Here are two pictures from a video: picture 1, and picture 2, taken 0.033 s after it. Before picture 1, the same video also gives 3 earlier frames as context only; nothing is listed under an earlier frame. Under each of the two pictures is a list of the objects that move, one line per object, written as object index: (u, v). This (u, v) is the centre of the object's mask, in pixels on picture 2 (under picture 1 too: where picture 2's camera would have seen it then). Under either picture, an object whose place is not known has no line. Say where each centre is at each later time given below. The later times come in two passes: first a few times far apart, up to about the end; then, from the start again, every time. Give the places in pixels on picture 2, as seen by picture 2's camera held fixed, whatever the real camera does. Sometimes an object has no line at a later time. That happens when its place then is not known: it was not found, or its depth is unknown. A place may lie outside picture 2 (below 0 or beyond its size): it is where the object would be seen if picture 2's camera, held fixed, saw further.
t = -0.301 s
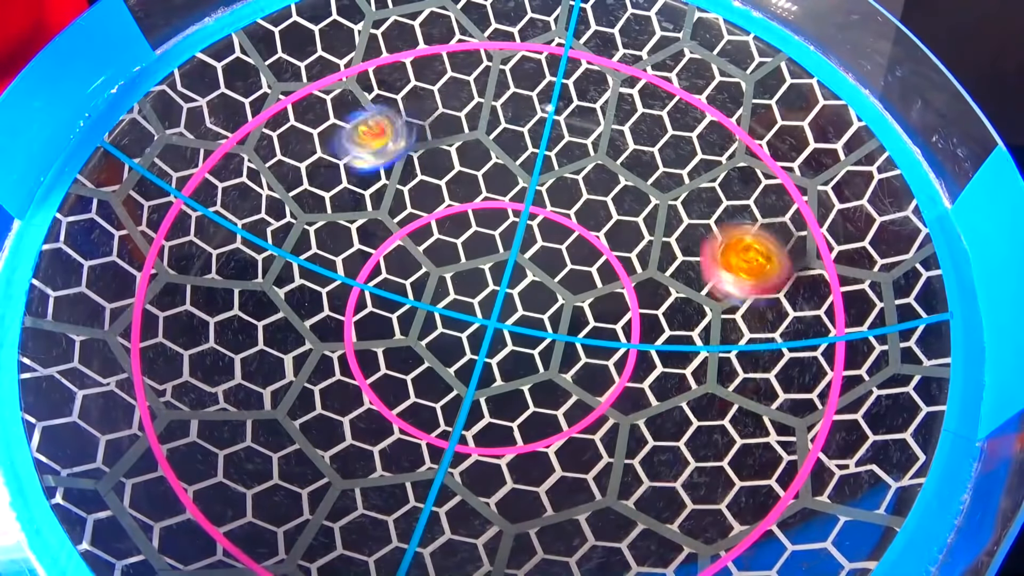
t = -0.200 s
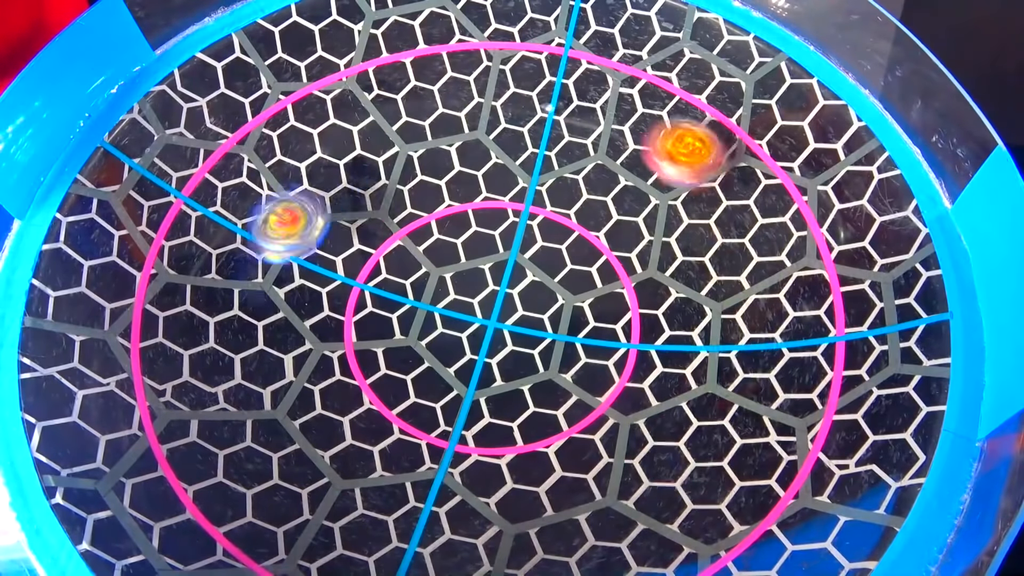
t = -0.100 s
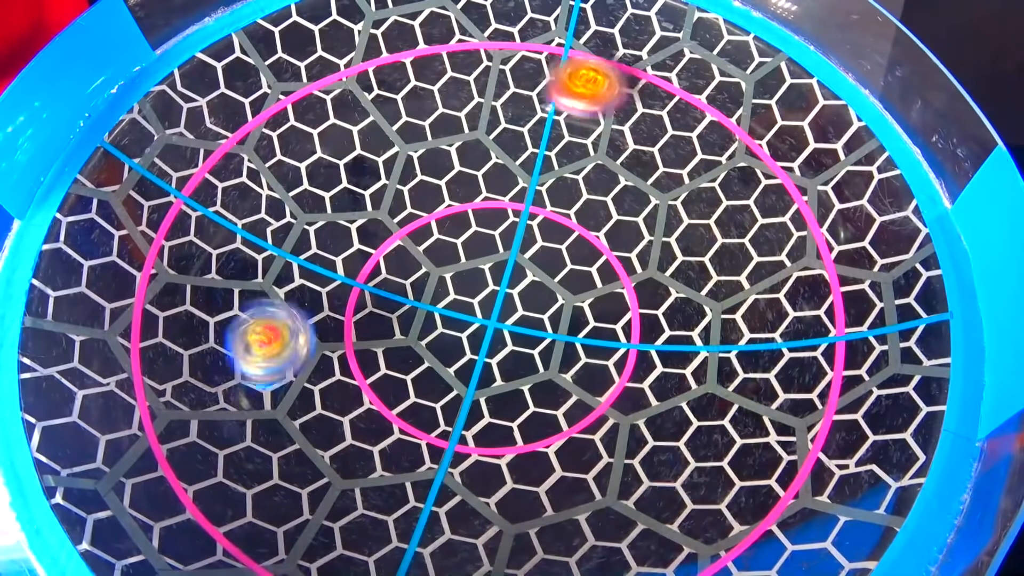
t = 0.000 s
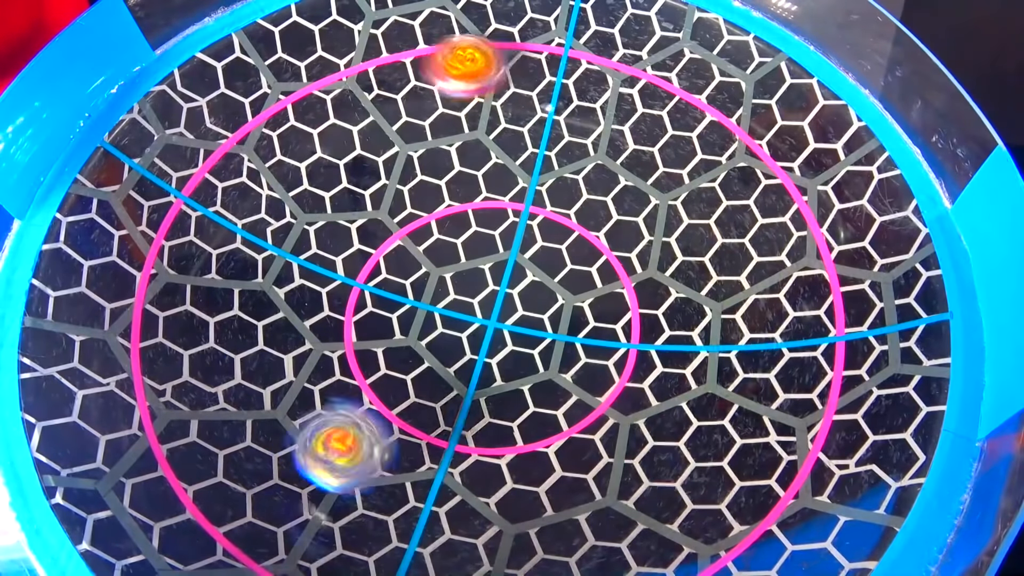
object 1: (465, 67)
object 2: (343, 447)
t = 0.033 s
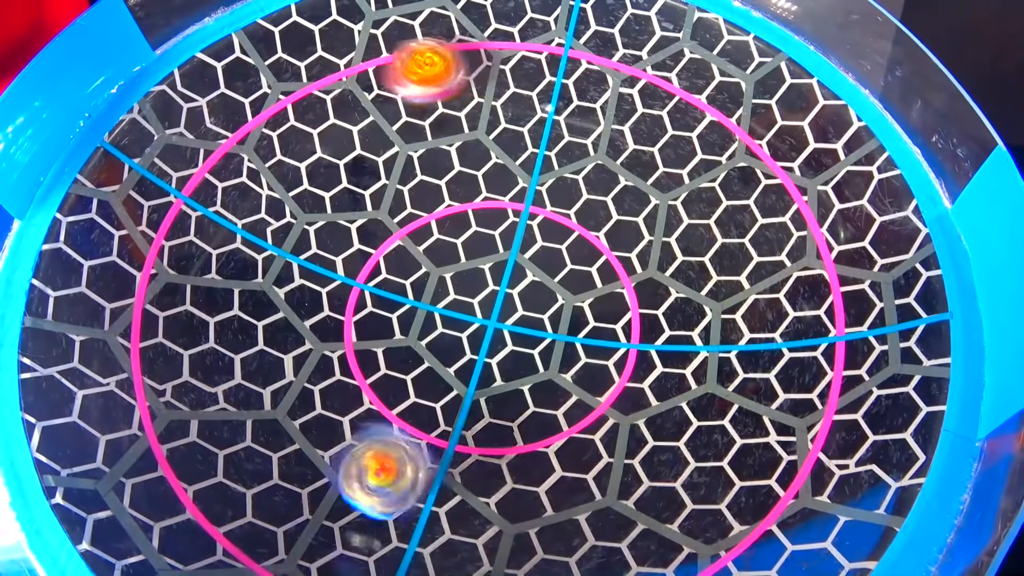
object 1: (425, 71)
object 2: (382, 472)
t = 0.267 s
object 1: (224, 264)
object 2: (681, 404)
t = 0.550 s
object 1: (630, 482)
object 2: (612, 159)
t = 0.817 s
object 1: (763, 205)
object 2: (356, 165)
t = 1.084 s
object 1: (490, 93)
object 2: (328, 397)
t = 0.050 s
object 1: (406, 75)
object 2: (404, 479)
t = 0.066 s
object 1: (385, 81)
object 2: (428, 488)
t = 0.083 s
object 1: (367, 87)
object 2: (456, 492)
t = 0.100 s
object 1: (347, 95)
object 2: (482, 495)
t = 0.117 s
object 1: (329, 105)
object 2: (507, 493)
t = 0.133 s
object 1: (312, 116)
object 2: (532, 490)
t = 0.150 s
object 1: (294, 128)
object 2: (556, 486)
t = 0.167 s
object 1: (279, 141)
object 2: (577, 479)
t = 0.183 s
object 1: (265, 157)
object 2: (600, 471)
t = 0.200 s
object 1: (253, 175)
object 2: (619, 460)
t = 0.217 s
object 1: (242, 192)
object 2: (639, 448)
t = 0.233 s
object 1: (232, 215)
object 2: (655, 436)
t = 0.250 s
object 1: (226, 238)
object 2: (670, 419)
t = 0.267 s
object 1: (224, 264)
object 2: (681, 404)
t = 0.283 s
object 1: (224, 287)
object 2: (693, 389)
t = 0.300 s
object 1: (227, 313)
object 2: (700, 373)
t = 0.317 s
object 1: (236, 340)
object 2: (705, 354)
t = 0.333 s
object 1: (248, 366)
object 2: (708, 337)
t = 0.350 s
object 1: (262, 389)
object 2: (710, 318)
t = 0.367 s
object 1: (284, 414)
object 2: (710, 303)
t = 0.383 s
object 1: (309, 435)
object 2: (707, 285)
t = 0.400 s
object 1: (334, 453)
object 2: (704, 270)
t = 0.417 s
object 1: (363, 469)
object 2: (698, 254)
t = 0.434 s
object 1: (395, 483)
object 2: (691, 239)
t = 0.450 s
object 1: (430, 492)
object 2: (685, 226)
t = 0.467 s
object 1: (465, 500)
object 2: (673, 210)
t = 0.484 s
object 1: (500, 502)
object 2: (664, 198)
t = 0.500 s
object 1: (535, 502)
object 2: (652, 187)
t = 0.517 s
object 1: (568, 497)
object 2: (639, 176)
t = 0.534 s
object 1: (602, 491)
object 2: (627, 168)
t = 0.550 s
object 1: (630, 482)
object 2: (612, 159)
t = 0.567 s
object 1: (657, 470)
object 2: (598, 150)
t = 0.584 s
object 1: (682, 457)
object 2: (583, 143)
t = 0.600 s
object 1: (703, 442)
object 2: (568, 140)
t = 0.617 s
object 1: (725, 426)
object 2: (550, 135)
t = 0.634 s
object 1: (741, 407)
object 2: (532, 131)
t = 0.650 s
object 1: (753, 391)
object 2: (515, 128)
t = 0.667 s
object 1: (764, 371)
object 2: (500, 128)
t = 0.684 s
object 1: (774, 351)
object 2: (483, 128)
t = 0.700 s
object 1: (781, 332)
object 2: (467, 128)
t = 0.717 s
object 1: (785, 309)
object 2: (450, 130)
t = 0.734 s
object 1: (785, 291)
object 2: (433, 134)
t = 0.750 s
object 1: (784, 272)
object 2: (416, 138)
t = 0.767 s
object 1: (782, 254)
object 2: (400, 143)
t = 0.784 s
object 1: (776, 235)
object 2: (386, 149)
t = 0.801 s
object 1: (771, 219)
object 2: (371, 156)
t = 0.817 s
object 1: (763, 205)
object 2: (356, 165)
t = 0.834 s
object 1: (753, 188)
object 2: (345, 174)
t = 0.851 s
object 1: (742, 174)
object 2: (333, 183)
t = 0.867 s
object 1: (729, 160)
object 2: (322, 196)
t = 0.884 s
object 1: (716, 147)
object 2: (313, 207)
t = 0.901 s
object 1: (702, 137)
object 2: (304, 221)
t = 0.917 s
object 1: (686, 125)
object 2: (298, 236)
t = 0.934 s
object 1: (671, 117)
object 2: (291, 251)
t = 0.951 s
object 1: (655, 108)
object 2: (287, 268)
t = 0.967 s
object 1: (636, 102)
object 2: (284, 283)
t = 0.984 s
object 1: (617, 95)
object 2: (285, 300)
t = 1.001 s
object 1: (598, 92)
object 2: (289, 316)
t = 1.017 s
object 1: (578, 88)
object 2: (292, 331)
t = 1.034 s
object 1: (554, 87)
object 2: (299, 349)
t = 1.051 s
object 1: (535, 87)
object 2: (306, 365)
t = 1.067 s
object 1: (513, 89)
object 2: (315, 381)
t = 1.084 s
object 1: (490, 93)
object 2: (328, 397)
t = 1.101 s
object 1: (469, 98)
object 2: (342, 410)
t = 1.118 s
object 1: (449, 105)
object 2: (359, 423)
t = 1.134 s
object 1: (429, 114)
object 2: (375, 433)
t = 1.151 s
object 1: (409, 125)
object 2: (394, 443)
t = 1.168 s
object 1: (390, 136)
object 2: (413, 451)
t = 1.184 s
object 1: (372, 149)
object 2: (435, 458)
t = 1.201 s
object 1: (356, 165)
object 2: (459, 462)
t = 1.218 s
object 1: (340, 181)
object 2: (482, 463)
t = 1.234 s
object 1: (326, 196)
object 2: (504, 465)
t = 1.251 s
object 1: (314, 215)
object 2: (525, 464)
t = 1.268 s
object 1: (303, 234)
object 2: (548, 461)
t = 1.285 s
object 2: (569, 456)
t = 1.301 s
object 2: (588, 449)
